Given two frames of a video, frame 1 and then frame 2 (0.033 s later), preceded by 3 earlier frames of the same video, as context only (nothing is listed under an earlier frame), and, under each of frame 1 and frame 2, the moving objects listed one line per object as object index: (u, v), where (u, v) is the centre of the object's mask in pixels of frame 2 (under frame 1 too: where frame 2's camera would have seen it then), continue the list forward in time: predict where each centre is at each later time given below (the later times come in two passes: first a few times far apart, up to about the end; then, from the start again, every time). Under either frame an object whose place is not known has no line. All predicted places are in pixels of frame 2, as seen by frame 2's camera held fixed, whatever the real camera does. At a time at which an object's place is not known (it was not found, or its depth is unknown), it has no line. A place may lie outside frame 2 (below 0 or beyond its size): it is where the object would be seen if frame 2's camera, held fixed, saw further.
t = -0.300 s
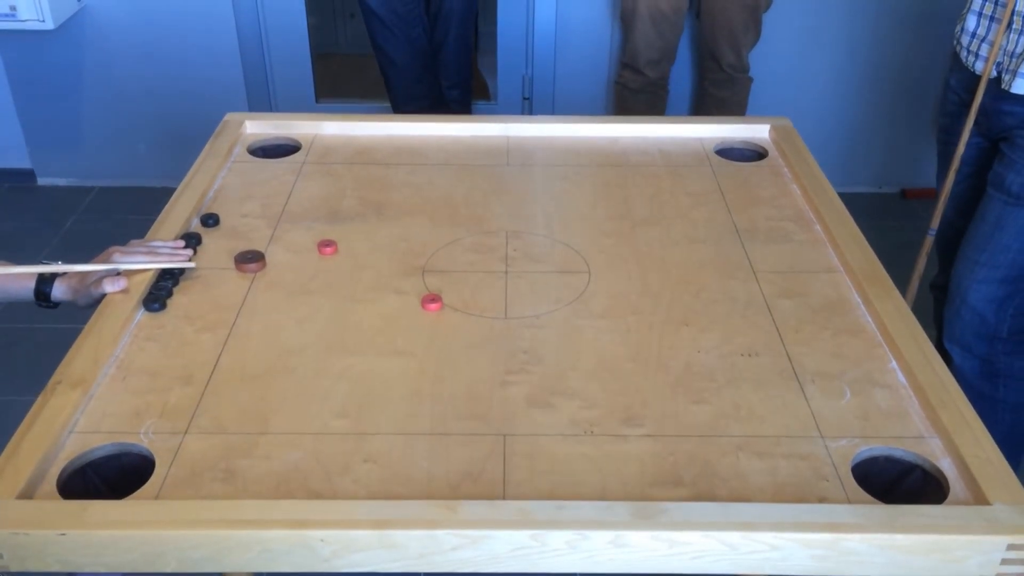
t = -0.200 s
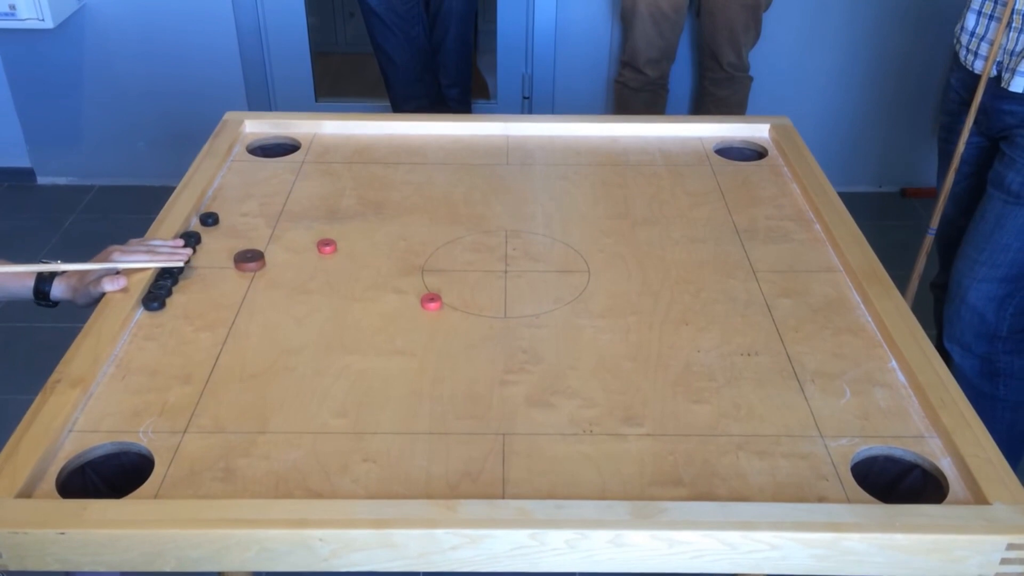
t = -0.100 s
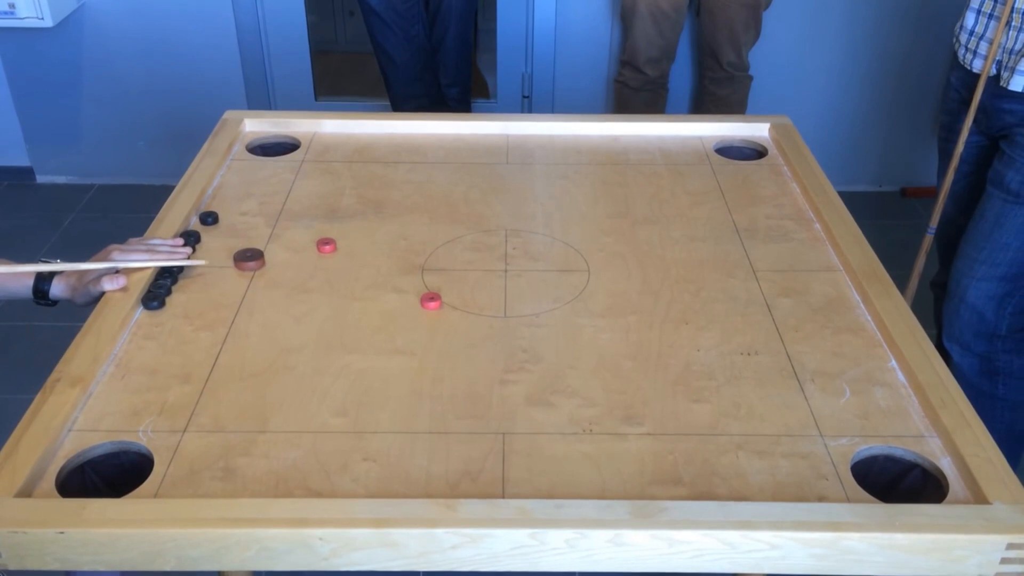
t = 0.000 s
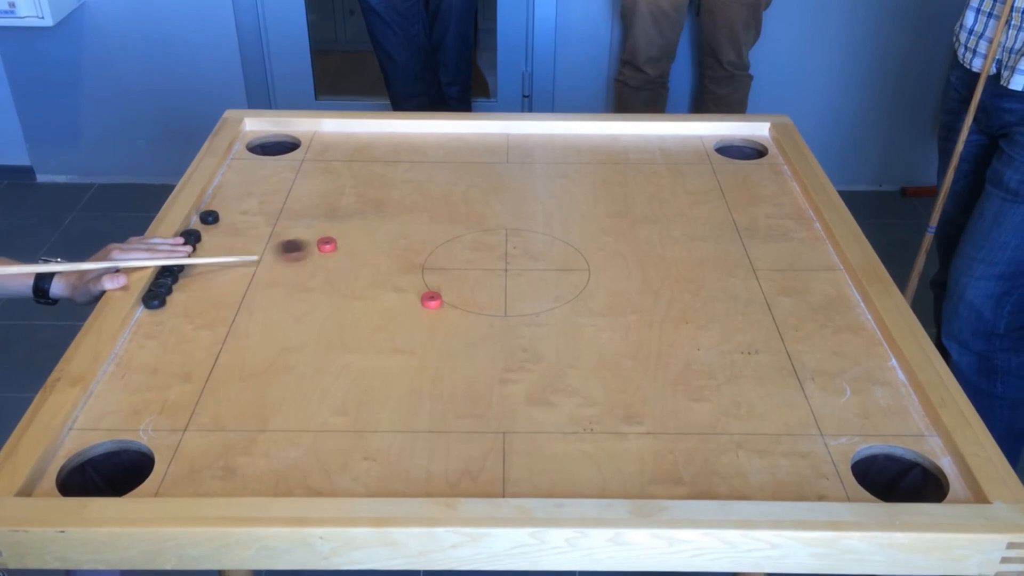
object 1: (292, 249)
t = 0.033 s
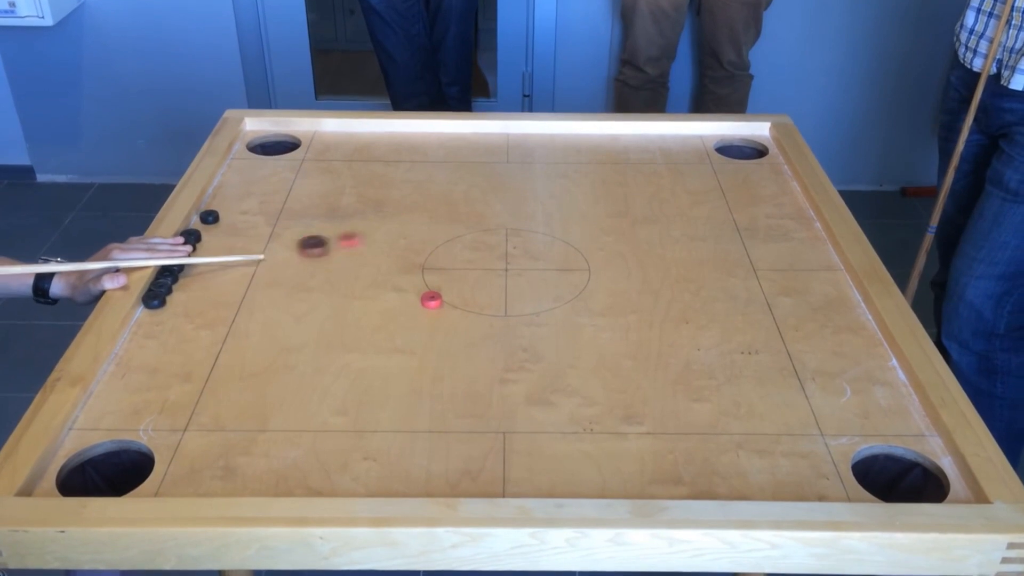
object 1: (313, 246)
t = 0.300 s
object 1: (422, 225)
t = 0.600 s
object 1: (488, 213)
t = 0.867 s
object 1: (499, 211)
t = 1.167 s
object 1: (499, 211)
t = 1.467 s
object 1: (499, 211)
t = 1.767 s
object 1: (499, 211)
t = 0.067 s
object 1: (329, 243)
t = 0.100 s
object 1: (345, 240)
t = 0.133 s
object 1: (360, 237)
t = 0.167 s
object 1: (374, 235)
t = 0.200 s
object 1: (387, 232)
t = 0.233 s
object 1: (399, 229)
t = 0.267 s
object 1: (411, 228)
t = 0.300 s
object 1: (422, 225)
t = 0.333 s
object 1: (433, 223)
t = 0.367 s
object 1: (442, 221)
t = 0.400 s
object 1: (451, 220)
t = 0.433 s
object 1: (459, 218)
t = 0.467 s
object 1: (466, 217)
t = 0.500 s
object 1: (473, 216)
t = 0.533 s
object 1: (478, 215)
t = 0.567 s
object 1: (484, 214)
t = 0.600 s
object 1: (488, 213)
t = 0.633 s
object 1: (491, 212)
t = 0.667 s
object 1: (494, 212)
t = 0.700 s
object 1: (496, 211)
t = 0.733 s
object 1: (498, 211)
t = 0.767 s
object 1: (499, 211)
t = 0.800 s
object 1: (499, 211)
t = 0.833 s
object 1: (499, 211)
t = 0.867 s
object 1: (499, 211)
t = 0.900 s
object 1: (499, 211)
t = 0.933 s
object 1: (499, 210)
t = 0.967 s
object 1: (499, 211)
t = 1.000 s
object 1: (499, 210)
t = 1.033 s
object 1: (499, 211)
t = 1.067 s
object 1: (499, 211)
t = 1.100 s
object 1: (499, 211)
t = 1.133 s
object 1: (499, 211)
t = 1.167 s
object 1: (499, 211)
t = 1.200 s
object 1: (499, 211)
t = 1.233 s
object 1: (499, 211)
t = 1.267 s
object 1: (499, 211)
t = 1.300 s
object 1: (499, 211)
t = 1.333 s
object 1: (499, 211)
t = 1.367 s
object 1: (499, 211)
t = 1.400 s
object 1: (499, 211)
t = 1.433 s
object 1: (499, 211)
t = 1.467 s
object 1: (499, 211)
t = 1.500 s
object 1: (499, 211)
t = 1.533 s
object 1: (499, 211)
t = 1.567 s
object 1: (499, 211)
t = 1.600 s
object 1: (499, 211)
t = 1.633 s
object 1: (499, 211)
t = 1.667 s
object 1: (499, 211)
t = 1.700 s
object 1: (499, 211)
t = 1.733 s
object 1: (499, 210)
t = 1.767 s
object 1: (499, 211)
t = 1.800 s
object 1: (499, 210)
